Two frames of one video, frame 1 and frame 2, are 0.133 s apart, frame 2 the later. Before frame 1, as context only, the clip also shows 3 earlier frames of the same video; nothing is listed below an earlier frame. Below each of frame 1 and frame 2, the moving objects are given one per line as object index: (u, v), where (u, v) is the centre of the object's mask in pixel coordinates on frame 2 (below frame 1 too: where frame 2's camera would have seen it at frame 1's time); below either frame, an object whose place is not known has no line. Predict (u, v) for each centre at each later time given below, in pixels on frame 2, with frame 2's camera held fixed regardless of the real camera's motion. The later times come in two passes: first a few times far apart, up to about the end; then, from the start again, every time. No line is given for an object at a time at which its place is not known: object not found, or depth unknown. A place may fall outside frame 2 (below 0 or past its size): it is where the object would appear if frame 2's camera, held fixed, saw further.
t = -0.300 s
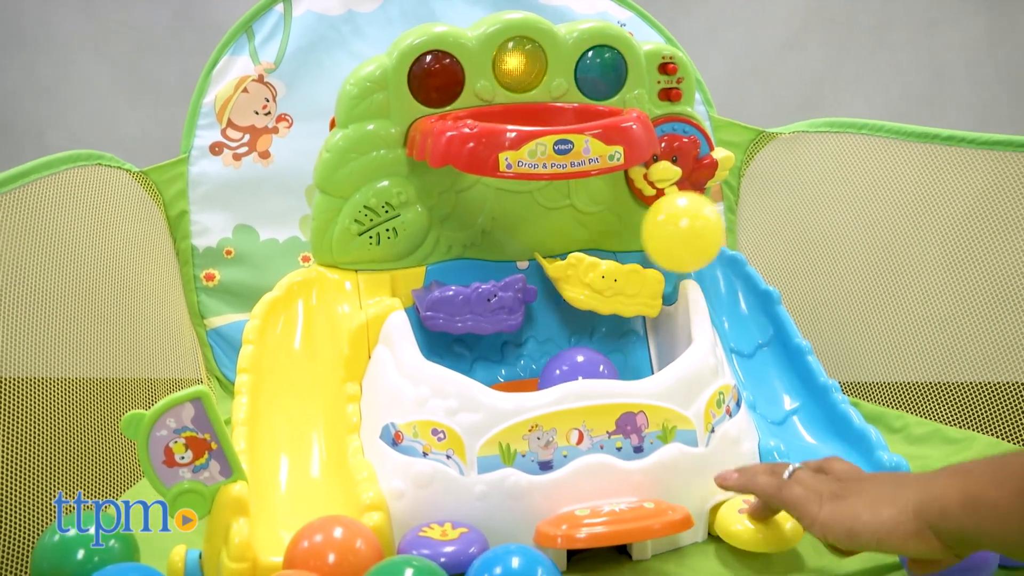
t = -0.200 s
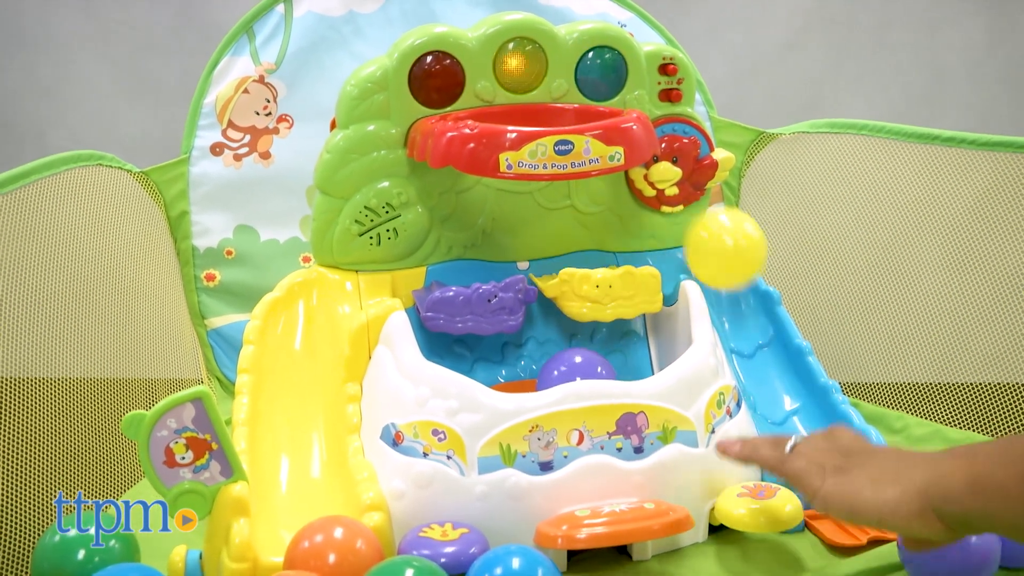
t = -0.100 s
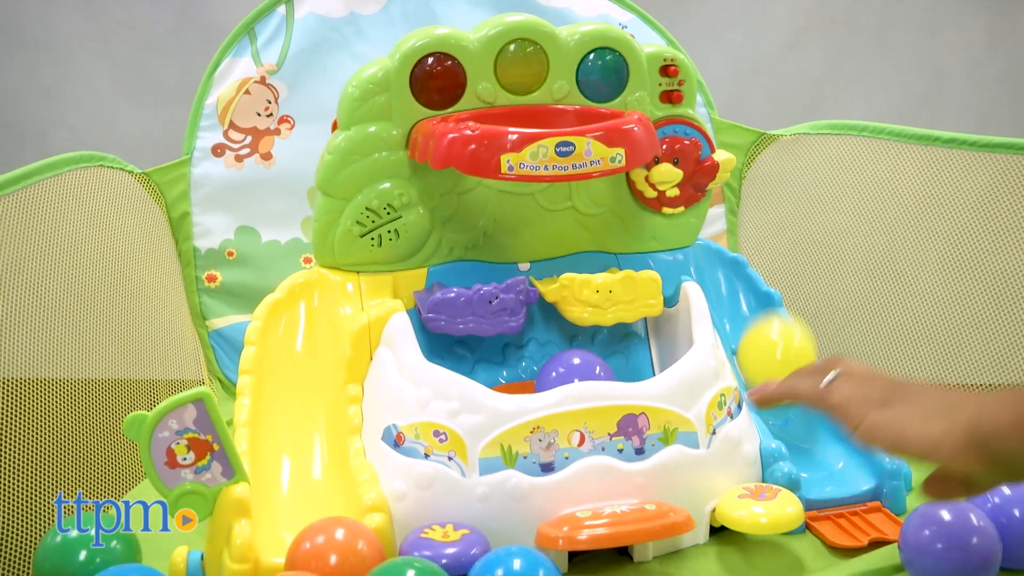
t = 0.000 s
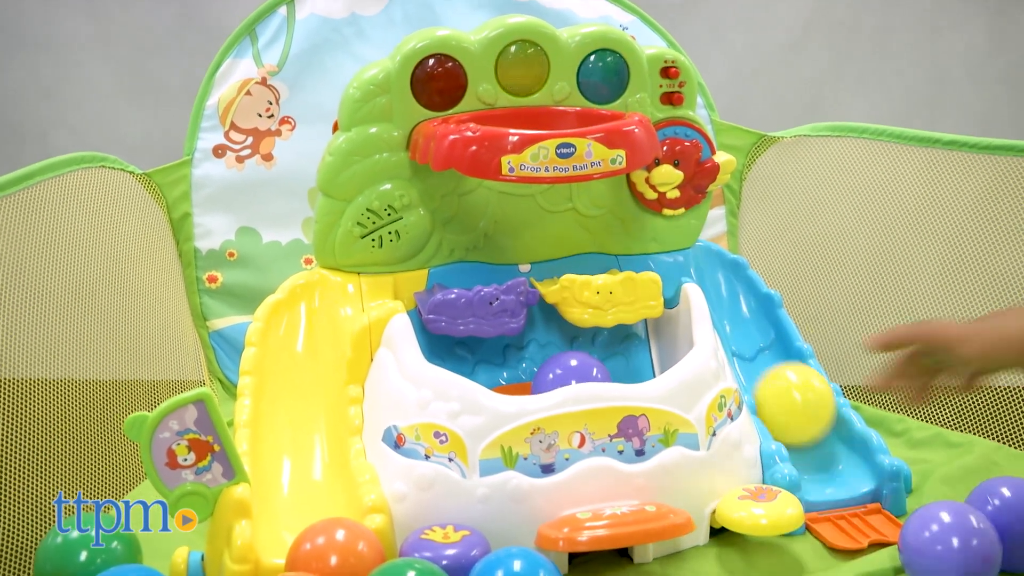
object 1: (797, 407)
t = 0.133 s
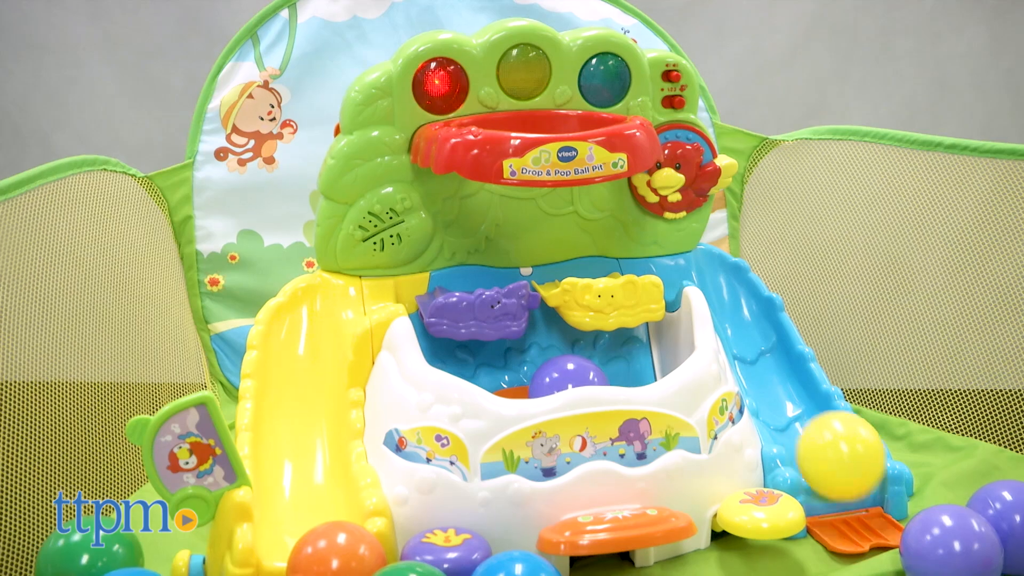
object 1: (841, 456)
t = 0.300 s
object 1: (867, 510)
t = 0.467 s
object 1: (855, 533)
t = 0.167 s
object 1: (852, 470)
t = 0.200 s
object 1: (863, 489)
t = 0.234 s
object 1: (873, 500)
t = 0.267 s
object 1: (870, 505)
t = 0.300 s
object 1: (867, 510)
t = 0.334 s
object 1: (866, 515)
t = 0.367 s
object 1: (865, 523)
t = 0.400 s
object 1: (863, 529)
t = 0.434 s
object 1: (859, 532)
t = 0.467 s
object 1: (855, 533)
